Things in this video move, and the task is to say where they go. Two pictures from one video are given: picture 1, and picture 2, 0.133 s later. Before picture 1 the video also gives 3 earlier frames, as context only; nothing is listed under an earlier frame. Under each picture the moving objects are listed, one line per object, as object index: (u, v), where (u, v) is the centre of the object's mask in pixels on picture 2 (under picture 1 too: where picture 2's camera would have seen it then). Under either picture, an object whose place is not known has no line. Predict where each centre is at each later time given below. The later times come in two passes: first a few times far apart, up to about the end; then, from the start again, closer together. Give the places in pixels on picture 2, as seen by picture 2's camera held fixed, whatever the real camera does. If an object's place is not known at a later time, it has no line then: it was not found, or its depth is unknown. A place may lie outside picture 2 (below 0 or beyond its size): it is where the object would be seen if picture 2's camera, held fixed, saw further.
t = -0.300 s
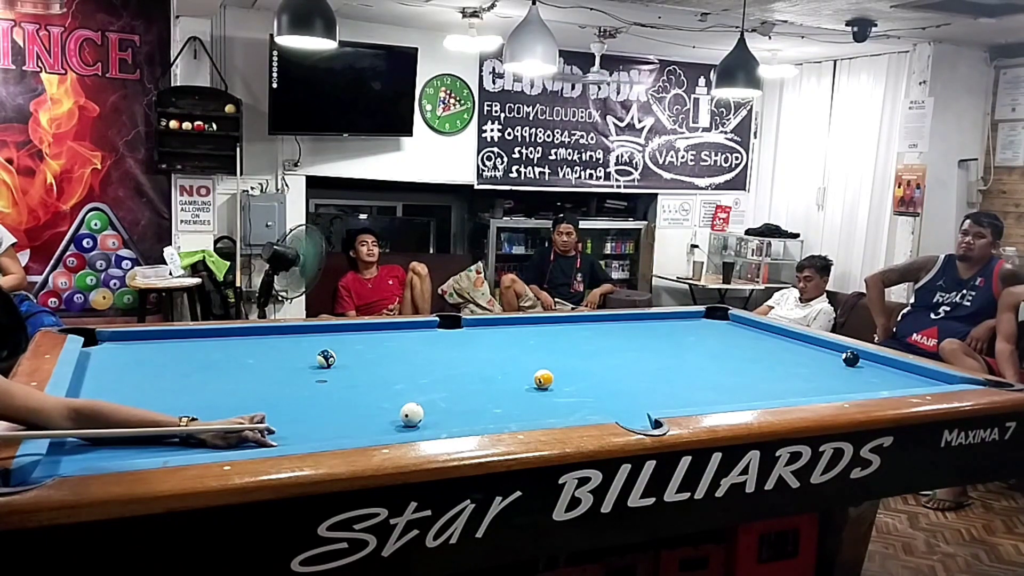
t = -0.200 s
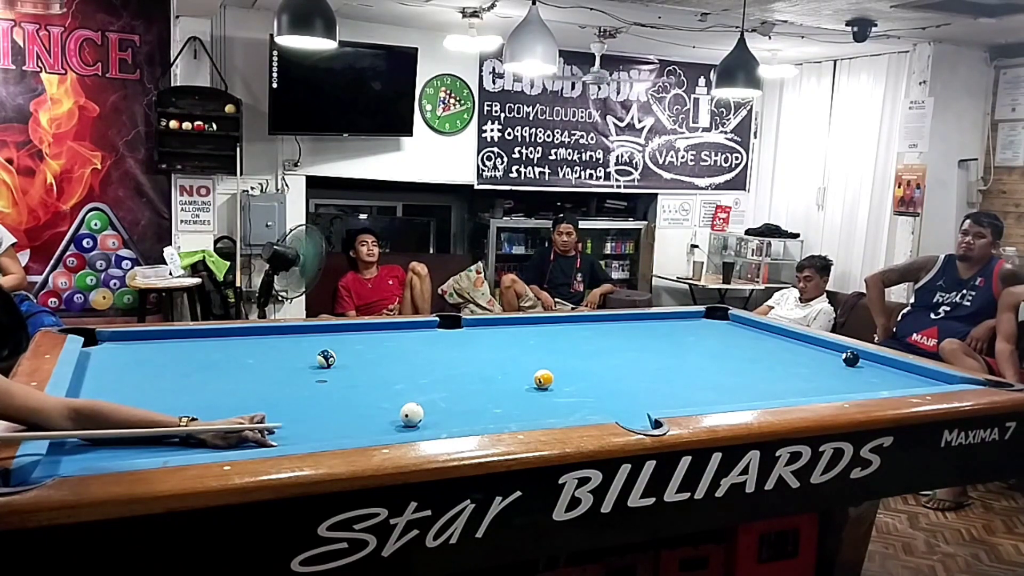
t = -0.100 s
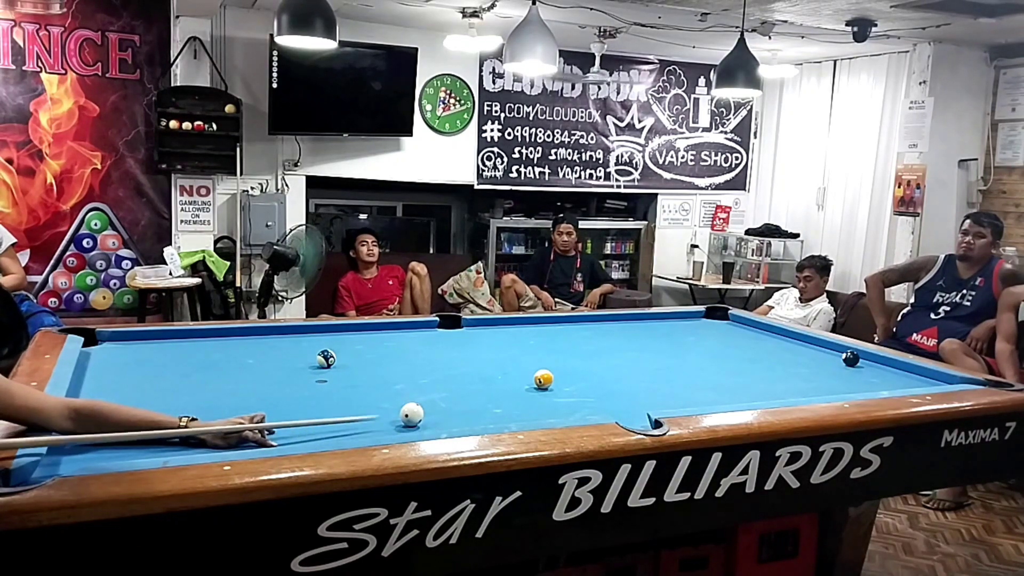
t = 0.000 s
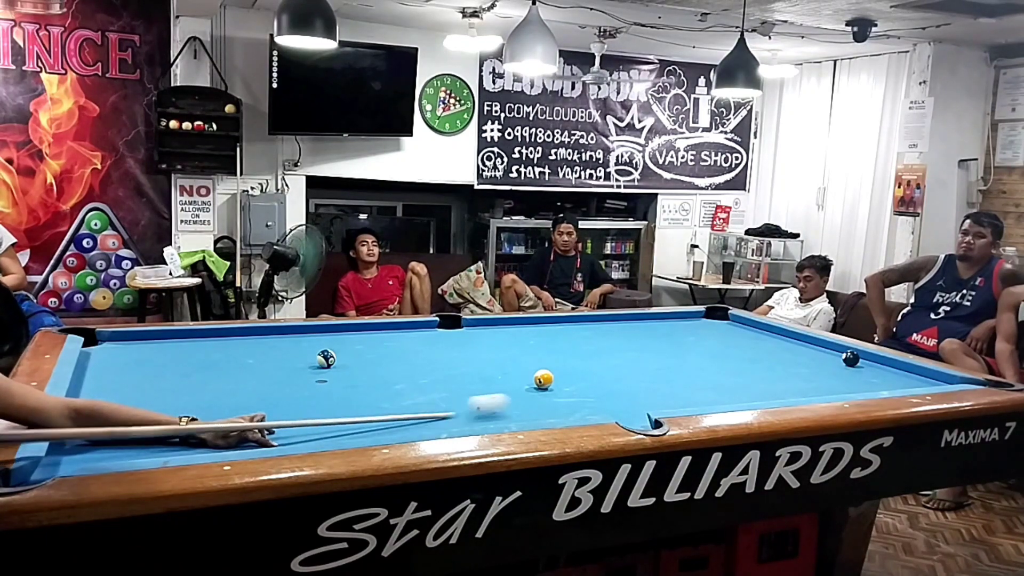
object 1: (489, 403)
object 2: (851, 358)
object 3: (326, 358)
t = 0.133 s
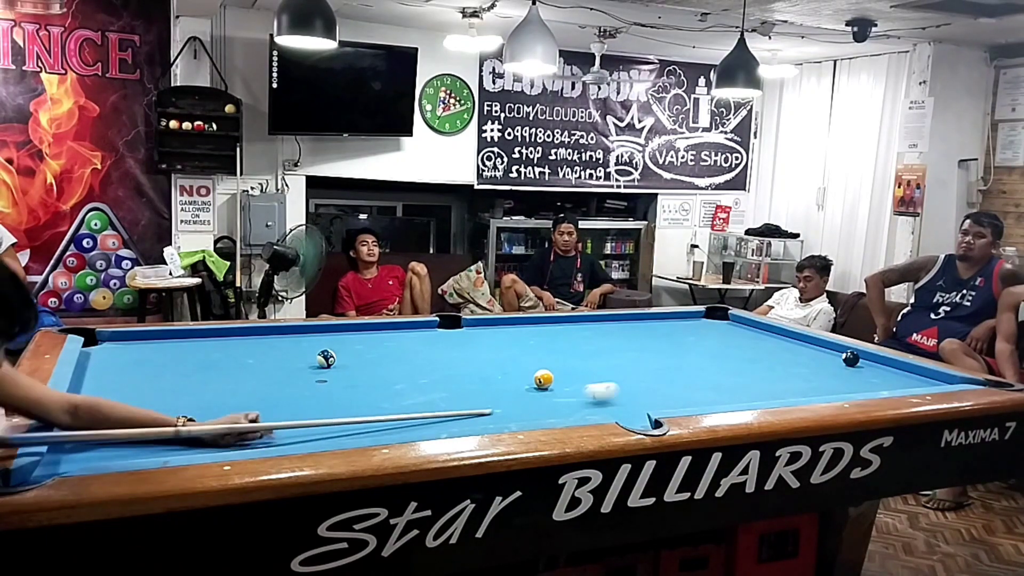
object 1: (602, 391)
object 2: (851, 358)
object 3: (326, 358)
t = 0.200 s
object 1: (646, 387)
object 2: (851, 358)
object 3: (326, 358)
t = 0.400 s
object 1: (748, 376)
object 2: (851, 358)
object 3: (326, 358)
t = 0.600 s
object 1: (831, 367)
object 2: (851, 358)
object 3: (326, 358)
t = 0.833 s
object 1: (867, 360)
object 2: (830, 357)
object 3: (326, 358)
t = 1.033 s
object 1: (855, 358)
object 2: (767, 350)
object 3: (326, 358)
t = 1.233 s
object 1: (844, 357)
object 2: (712, 345)
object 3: (326, 358)
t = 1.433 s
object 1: (835, 356)
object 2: (660, 340)
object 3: (326, 358)
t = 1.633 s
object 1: (826, 355)
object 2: (611, 335)
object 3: (326, 358)
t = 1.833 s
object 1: (819, 354)
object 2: (566, 331)
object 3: (326, 358)
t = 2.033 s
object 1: (813, 353)
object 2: (522, 326)
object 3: (326, 358)
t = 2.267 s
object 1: (807, 352)
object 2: (481, 323)
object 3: (326, 358)
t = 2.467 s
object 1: (803, 352)
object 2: (467, 326)
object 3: (326, 358)
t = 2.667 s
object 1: (801, 352)
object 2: (453, 329)
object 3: (326, 358)
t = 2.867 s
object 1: (800, 351)
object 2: (440, 332)
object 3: (326, 358)
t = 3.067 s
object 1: (800, 351)
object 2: (426, 336)
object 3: (326, 358)
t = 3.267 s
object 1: (800, 351)
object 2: (412, 339)
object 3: (326, 358)
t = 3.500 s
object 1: (800, 351)
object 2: (397, 342)
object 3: (326, 358)
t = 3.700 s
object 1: (800, 351)
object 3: (326, 358)
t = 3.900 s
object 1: (800, 351)
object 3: (326, 358)
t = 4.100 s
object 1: (800, 351)
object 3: (326, 358)
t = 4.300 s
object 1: (800, 351)
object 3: (326, 358)
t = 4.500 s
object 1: (800, 351)
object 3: (320, 360)
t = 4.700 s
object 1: (800, 351)
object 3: (311, 361)
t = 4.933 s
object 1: (800, 351)
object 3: (303, 362)
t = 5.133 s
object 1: (800, 351)
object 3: (297, 364)
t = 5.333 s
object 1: (800, 351)
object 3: (292, 365)
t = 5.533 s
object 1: (800, 351)
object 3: (287, 366)
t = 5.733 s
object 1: (800, 351)
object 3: (284, 366)
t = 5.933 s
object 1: (800, 351)
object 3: (282, 367)
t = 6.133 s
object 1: (800, 351)
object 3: (281, 367)
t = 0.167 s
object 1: (624, 389)
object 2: (851, 358)
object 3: (326, 358)
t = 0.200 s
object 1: (646, 387)
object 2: (851, 358)
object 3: (326, 358)
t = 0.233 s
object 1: (667, 385)
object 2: (851, 358)
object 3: (326, 358)
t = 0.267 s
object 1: (685, 383)
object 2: (851, 358)
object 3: (326, 358)
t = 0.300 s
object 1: (702, 381)
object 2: (851, 358)
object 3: (326, 358)
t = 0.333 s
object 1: (718, 379)
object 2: (851, 358)
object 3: (326, 358)
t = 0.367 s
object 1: (733, 377)
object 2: (851, 358)
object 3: (326, 358)
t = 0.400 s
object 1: (748, 376)
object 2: (851, 358)
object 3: (326, 358)
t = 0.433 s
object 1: (763, 374)
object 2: (851, 358)
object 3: (326, 358)
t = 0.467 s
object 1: (777, 373)
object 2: (851, 358)
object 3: (326, 358)
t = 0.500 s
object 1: (791, 371)
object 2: (851, 358)
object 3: (326, 358)
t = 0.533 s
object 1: (805, 370)
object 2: (851, 358)
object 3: (326, 358)
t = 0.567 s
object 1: (818, 368)
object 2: (851, 358)
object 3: (326, 358)
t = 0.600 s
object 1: (831, 367)
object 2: (851, 358)
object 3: (326, 358)
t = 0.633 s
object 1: (843, 365)
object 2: (852, 356)
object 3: (326, 358)
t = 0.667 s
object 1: (856, 364)
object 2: (849, 355)
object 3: (326, 358)
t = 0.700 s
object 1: (868, 362)
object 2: (850, 358)
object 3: (326, 358)
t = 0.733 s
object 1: (880, 361)
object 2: (851, 358)
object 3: (326, 358)
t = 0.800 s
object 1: (868, 359)
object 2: (844, 357)
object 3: (326, 358)
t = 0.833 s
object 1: (867, 360)
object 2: (830, 357)
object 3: (326, 358)
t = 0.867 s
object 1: (865, 359)
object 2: (818, 356)
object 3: (326, 358)
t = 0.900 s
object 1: (863, 359)
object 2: (806, 355)
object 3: (326, 358)
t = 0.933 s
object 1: (861, 359)
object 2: (796, 353)
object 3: (326, 358)
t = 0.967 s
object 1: (859, 359)
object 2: (787, 353)
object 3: (326, 358)
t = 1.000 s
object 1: (857, 358)
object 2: (777, 352)
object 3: (326, 358)
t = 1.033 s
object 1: (855, 358)
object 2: (767, 350)
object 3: (326, 358)
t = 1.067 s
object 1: (854, 358)
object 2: (758, 349)
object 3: (326, 358)
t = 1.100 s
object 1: (851, 358)
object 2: (748, 349)
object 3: (326, 358)
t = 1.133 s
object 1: (850, 358)
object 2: (740, 348)
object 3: (326, 358)
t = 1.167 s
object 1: (848, 357)
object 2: (731, 347)
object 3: (326, 358)
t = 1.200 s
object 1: (846, 357)
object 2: (721, 346)
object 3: (326, 358)
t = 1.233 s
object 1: (844, 357)
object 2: (712, 345)
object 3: (326, 358)
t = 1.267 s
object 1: (843, 357)
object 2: (703, 344)
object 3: (326, 358)
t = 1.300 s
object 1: (841, 357)
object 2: (695, 343)
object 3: (326, 358)
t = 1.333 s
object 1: (840, 356)
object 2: (687, 342)
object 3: (326, 358)
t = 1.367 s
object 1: (838, 356)
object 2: (678, 342)
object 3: (326, 358)
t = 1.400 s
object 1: (836, 356)
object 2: (669, 340)
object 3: (326, 358)
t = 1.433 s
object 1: (835, 356)
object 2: (660, 340)
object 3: (326, 358)
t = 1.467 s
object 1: (834, 355)
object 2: (652, 339)
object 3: (326, 358)
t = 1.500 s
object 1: (832, 355)
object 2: (644, 339)
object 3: (326, 358)
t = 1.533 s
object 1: (830, 355)
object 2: (636, 338)
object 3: (326, 358)
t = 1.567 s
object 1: (829, 355)
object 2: (628, 336)
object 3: (327, 357)
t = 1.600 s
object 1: (828, 355)
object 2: (619, 336)
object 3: (326, 359)
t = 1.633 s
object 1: (826, 355)
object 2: (611, 335)
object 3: (326, 358)
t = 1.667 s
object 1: (825, 354)
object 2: (603, 334)
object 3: (326, 358)
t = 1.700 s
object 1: (824, 354)
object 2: (596, 333)
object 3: (326, 358)
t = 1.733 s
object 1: (822, 354)
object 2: (589, 333)
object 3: (326, 358)
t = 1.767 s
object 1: (821, 354)
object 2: (581, 332)
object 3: (326, 358)
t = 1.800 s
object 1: (820, 354)
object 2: (573, 332)
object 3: (326, 358)
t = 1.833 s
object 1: (819, 354)
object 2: (566, 331)
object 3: (326, 358)
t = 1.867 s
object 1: (818, 353)
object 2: (558, 330)
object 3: (326, 358)
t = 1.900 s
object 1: (817, 354)
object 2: (551, 329)
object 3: (326, 358)
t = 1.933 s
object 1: (816, 353)
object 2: (544, 328)
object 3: (326, 358)
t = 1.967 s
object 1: (815, 353)
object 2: (537, 327)
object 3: (326, 358)
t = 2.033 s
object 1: (813, 353)
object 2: (522, 326)
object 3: (326, 358)
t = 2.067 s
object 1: (812, 353)
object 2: (516, 325)
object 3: (326, 358)
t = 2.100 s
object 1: (811, 353)
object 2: (509, 325)
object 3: (326, 358)
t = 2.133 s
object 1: (810, 353)
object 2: (503, 325)
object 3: (326, 358)
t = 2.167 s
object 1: (809, 353)
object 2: (495, 324)
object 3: (326, 358)
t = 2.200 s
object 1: (808, 353)
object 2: (487, 323)
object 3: (326, 358)
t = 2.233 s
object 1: (808, 352)
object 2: (482, 322)
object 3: (326, 358)
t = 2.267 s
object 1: (807, 352)
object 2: (481, 323)
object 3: (326, 358)
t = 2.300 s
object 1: (806, 352)
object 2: (479, 323)
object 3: (326, 358)
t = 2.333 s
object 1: (806, 352)
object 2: (476, 324)
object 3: (326, 358)
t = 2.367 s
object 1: (805, 352)
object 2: (474, 324)
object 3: (326, 358)
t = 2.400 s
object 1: (804, 352)
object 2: (471, 325)
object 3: (326, 358)
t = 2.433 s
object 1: (804, 352)
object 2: (470, 325)
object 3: (326, 358)
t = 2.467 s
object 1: (803, 352)
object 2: (467, 326)
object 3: (326, 358)
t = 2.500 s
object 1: (803, 352)
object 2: (464, 326)
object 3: (326, 358)
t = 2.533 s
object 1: (802, 352)
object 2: (463, 327)
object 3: (326, 358)
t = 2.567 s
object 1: (802, 352)
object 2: (460, 327)
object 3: (326, 358)
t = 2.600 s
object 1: (802, 352)
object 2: (458, 329)
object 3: (326, 358)
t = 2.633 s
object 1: (801, 352)
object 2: (456, 329)
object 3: (326, 358)
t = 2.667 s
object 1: (801, 352)
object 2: (453, 329)
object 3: (326, 358)
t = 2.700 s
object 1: (801, 352)
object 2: (451, 329)
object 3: (326, 358)
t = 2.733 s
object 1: (801, 351)
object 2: (449, 330)
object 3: (326, 358)
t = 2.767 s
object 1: (800, 351)
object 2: (446, 331)
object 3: (326, 358)
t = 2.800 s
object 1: (800, 351)
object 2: (444, 331)
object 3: (326, 358)
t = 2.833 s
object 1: (800, 351)
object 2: (442, 332)
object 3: (326, 358)
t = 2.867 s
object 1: (800, 351)
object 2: (440, 332)
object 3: (326, 358)
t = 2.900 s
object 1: (800, 351)
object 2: (437, 333)
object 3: (326, 358)
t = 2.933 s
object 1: (800, 351)
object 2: (435, 334)
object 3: (326, 358)
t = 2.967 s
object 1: (800, 351)
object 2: (433, 334)
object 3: (326, 358)
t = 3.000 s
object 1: (800, 351)
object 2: (431, 334)
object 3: (326, 358)
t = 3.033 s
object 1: (800, 351)
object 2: (428, 335)
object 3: (326, 358)
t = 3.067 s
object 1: (800, 351)
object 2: (426, 336)
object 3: (326, 358)
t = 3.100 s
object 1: (800, 351)
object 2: (424, 336)
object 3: (326, 358)
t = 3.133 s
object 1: (800, 351)
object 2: (421, 337)
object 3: (326, 358)
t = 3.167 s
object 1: (800, 351)
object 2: (419, 337)
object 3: (326, 358)
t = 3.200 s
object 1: (800, 351)
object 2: (417, 338)
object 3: (326, 358)
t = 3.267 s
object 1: (800, 351)
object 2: (412, 339)
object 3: (326, 358)
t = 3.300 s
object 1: (800, 351)
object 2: (410, 339)
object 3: (326, 358)
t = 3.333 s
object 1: (800, 351)
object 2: (408, 340)
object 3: (326, 358)
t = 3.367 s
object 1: (800, 351)
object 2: (406, 340)
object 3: (326, 358)
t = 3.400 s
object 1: (800, 351)
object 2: (403, 341)
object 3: (326, 358)
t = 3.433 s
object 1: (800, 351)
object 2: (401, 341)
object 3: (326, 358)
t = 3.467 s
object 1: (800, 351)
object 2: (399, 342)
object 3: (326, 358)
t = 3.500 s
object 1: (800, 351)
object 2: (397, 342)
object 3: (326, 358)
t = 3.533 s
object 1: (800, 351)
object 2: (395, 343)
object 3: (326, 358)
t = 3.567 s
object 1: (800, 351)
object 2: (392, 344)
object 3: (326, 358)
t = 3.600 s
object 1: (800, 351)
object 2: (390, 344)
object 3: (326, 358)
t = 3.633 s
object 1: (800, 351)
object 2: (388, 345)
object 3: (326, 358)
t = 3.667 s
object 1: (800, 351)
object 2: (386, 345)
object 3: (326, 358)
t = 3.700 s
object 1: (800, 351)
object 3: (326, 358)
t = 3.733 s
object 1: (800, 351)
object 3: (326, 358)
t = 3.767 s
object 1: (800, 351)
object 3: (326, 358)
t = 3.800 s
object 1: (800, 351)
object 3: (326, 358)
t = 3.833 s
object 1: (800, 351)
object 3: (326, 358)
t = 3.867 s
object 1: (800, 351)
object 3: (326, 358)
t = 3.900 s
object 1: (800, 351)
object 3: (326, 358)
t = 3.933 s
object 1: (800, 351)
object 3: (326, 358)
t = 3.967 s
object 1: (800, 351)
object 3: (326, 358)
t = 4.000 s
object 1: (800, 351)
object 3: (326, 358)
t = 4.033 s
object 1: (800, 351)
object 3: (326, 358)
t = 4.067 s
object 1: (800, 351)
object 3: (326, 358)
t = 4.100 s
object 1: (800, 351)
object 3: (326, 358)
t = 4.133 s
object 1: (800, 351)
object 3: (326, 358)
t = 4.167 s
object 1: (800, 351)
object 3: (326, 358)
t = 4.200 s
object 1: (800, 351)
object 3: (326, 358)
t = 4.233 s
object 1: (800, 351)
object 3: (326, 358)
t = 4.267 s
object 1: (800, 351)
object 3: (326, 358)
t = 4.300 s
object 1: (800, 351)
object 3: (326, 358)
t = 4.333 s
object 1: (800, 351)
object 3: (326, 358)
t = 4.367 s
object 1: (800, 351)
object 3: (326, 358)
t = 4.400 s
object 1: (800, 351)
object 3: (324, 359)
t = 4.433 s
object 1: (800, 351)
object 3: (323, 359)
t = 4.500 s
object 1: (800, 351)
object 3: (320, 360)
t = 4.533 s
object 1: (800, 351)
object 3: (318, 360)
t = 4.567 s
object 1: (800, 351)
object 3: (317, 360)
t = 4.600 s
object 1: (800, 351)
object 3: (315, 360)
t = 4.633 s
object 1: (800, 351)
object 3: (314, 360)
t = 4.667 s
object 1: (800, 351)
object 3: (313, 361)
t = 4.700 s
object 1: (800, 351)
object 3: (311, 361)
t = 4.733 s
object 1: (800, 351)
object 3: (310, 361)
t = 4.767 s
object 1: (800, 351)
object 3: (309, 361)
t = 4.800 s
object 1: (800, 351)
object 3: (308, 362)
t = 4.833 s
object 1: (800, 351)
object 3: (307, 362)
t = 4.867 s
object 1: (800, 351)
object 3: (306, 362)
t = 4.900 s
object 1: (800, 351)
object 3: (304, 362)
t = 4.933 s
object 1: (800, 351)
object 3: (303, 362)
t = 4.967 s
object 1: (800, 351)
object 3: (302, 363)
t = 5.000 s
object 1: (800, 351)
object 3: (301, 363)
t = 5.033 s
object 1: (800, 351)
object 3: (300, 363)
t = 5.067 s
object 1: (800, 351)
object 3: (299, 363)
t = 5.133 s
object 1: (800, 351)
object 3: (297, 364)
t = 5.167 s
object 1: (800, 351)
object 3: (296, 364)
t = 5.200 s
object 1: (800, 351)
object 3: (295, 364)
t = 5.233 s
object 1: (800, 351)
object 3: (294, 364)
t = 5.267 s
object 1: (800, 351)
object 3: (293, 364)
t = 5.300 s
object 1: (800, 351)
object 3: (293, 365)
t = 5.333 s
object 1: (800, 351)
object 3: (292, 365)
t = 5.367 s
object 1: (800, 351)
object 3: (291, 365)
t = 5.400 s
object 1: (800, 351)
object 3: (290, 365)
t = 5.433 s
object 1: (800, 351)
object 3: (289, 365)
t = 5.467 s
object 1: (800, 351)
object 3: (289, 365)
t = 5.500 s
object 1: (800, 351)
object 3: (288, 366)
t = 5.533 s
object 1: (800, 351)
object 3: (287, 366)
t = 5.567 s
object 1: (800, 351)
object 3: (287, 366)
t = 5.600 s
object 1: (800, 351)
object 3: (286, 366)
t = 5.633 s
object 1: (800, 351)
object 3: (286, 366)
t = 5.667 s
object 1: (800, 351)
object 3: (285, 366)
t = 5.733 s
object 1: (800, 351)
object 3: (284, 366)
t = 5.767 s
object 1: (800, 351)
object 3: (284, 367)
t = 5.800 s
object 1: (800, 351)
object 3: (284, 367)
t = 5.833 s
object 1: (800, 351)
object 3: (283, 367)
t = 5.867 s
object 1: (800, 351)
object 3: (283, 367)
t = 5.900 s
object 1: (800, 351)
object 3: (283, 367)
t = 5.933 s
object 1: (800, 351)
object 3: (282, 367)
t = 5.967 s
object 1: (800, 351)
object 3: (282, 367)
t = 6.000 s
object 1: (800, 351)
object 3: (282, 367)
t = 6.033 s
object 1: (800, 351)
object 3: (282, 367)
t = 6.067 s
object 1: (800, 351)
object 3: (281, 367)
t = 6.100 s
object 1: (800, 351)
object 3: (281, 367)
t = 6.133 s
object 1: (800, 351)
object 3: (281, 367)
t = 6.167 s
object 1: (800, 351)
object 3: (281, 367)
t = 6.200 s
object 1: (800, 351)
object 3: (281, 368)
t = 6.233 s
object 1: (800, 351)
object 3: (281, 368)
